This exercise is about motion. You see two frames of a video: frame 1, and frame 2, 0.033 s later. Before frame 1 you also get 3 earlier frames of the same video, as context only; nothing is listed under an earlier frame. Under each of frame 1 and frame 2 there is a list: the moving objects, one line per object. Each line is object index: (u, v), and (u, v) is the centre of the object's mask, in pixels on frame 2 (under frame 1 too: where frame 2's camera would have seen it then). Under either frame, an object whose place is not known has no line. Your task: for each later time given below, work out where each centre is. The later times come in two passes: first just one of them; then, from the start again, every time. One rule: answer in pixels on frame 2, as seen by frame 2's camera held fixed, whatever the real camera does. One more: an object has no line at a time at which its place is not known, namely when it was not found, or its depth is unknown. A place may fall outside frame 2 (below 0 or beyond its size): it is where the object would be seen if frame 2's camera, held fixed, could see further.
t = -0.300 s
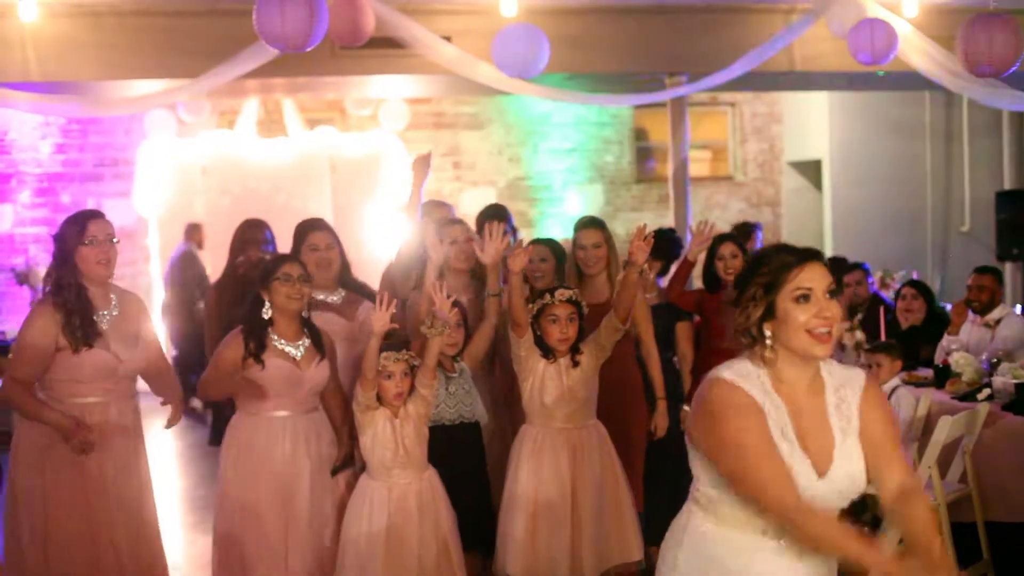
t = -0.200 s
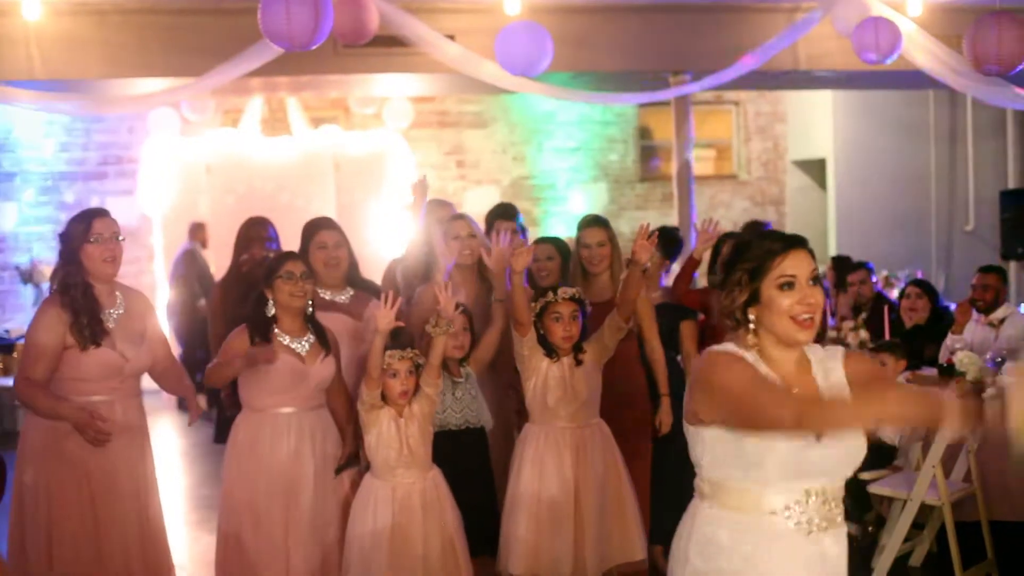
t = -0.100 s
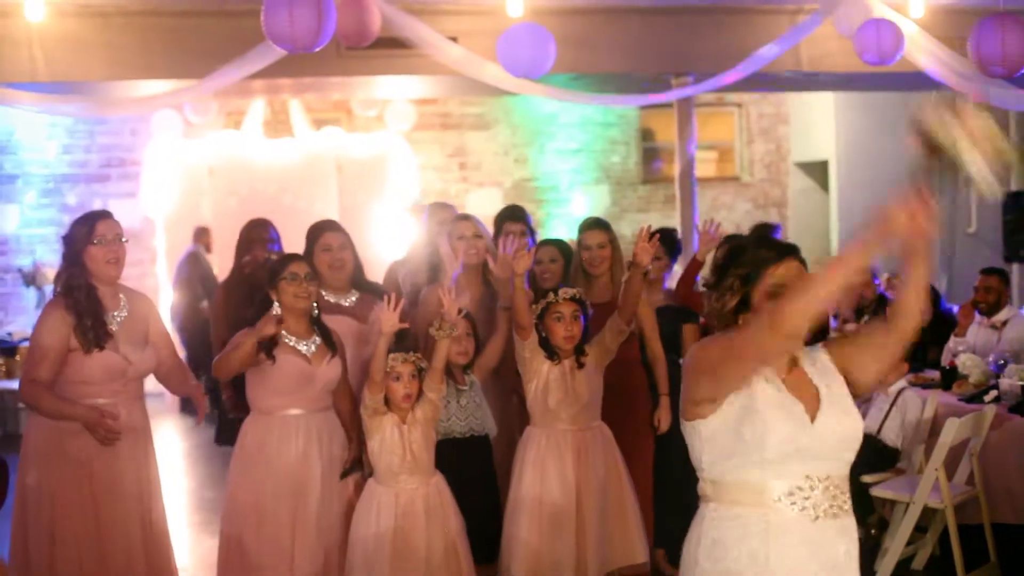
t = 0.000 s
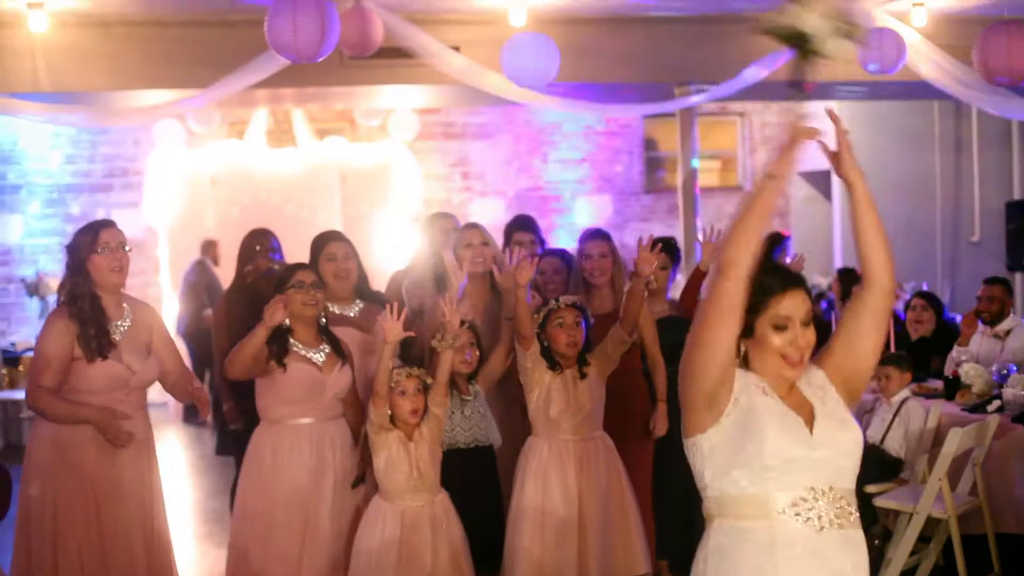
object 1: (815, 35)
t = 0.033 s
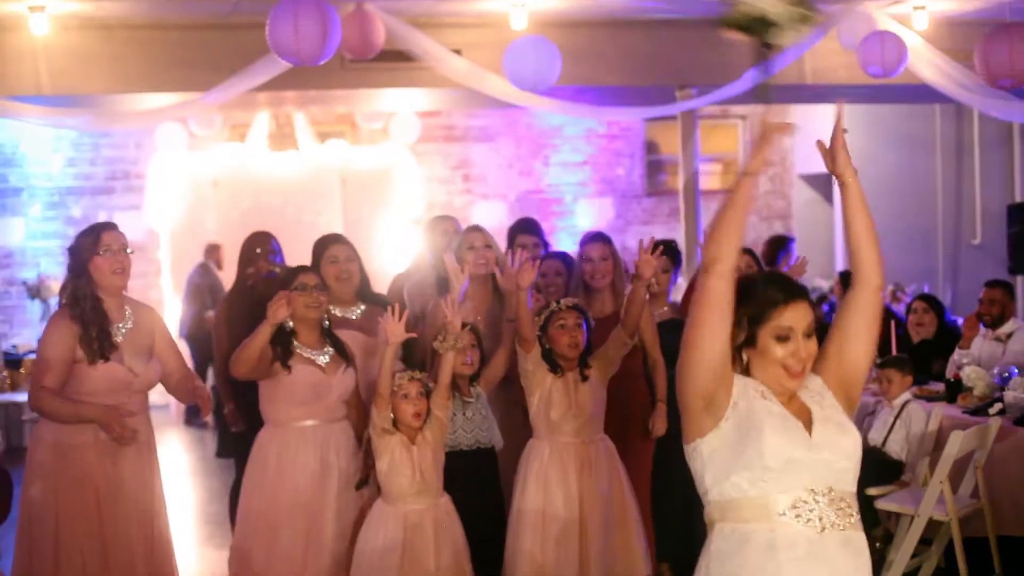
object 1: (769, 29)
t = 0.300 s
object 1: (544, 46)
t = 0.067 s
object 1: (728, 22)
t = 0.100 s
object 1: (694, 20)
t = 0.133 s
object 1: (662, 19)
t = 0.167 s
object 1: (632, 17)
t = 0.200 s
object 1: (608, 17)
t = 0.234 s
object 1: (588, 23)
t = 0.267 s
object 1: (567, 32)
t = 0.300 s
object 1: (544, 46)
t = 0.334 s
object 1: (528, 67)
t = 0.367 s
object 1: (512, 86)
